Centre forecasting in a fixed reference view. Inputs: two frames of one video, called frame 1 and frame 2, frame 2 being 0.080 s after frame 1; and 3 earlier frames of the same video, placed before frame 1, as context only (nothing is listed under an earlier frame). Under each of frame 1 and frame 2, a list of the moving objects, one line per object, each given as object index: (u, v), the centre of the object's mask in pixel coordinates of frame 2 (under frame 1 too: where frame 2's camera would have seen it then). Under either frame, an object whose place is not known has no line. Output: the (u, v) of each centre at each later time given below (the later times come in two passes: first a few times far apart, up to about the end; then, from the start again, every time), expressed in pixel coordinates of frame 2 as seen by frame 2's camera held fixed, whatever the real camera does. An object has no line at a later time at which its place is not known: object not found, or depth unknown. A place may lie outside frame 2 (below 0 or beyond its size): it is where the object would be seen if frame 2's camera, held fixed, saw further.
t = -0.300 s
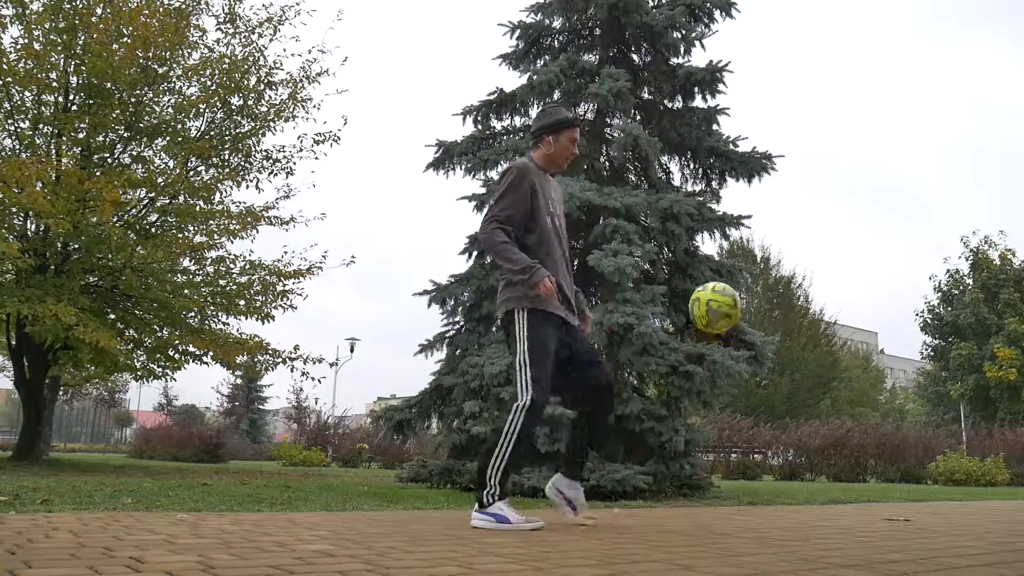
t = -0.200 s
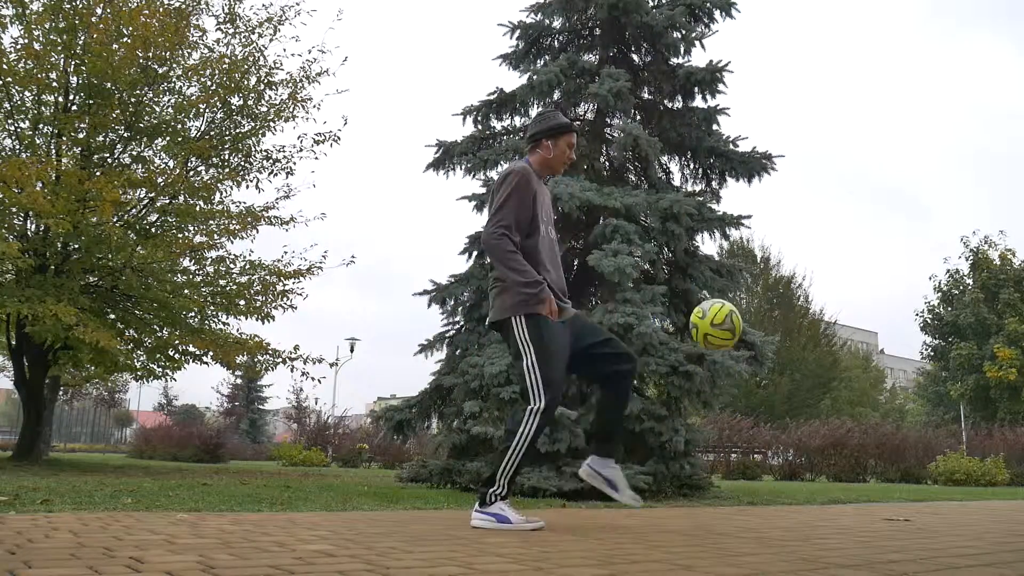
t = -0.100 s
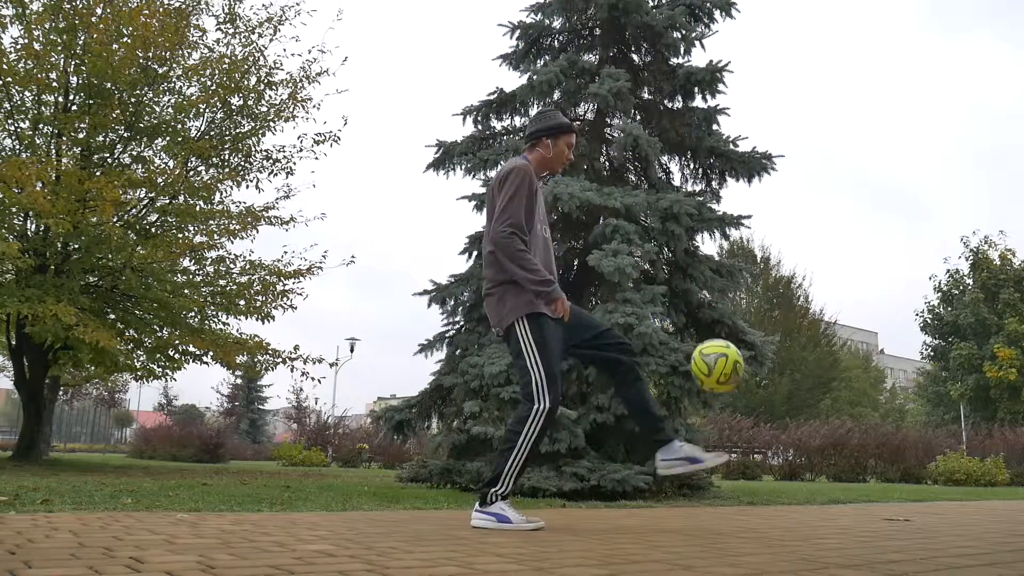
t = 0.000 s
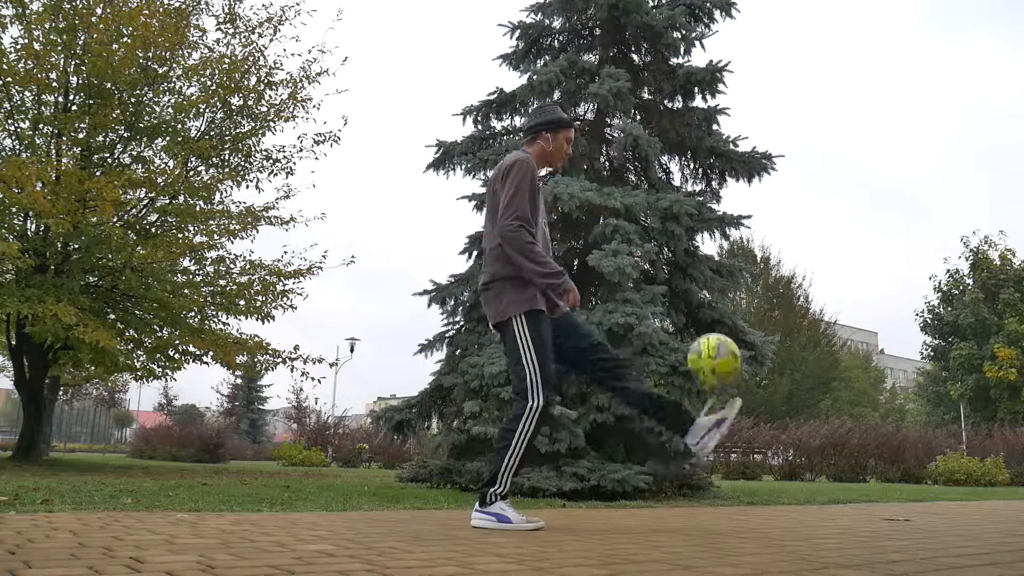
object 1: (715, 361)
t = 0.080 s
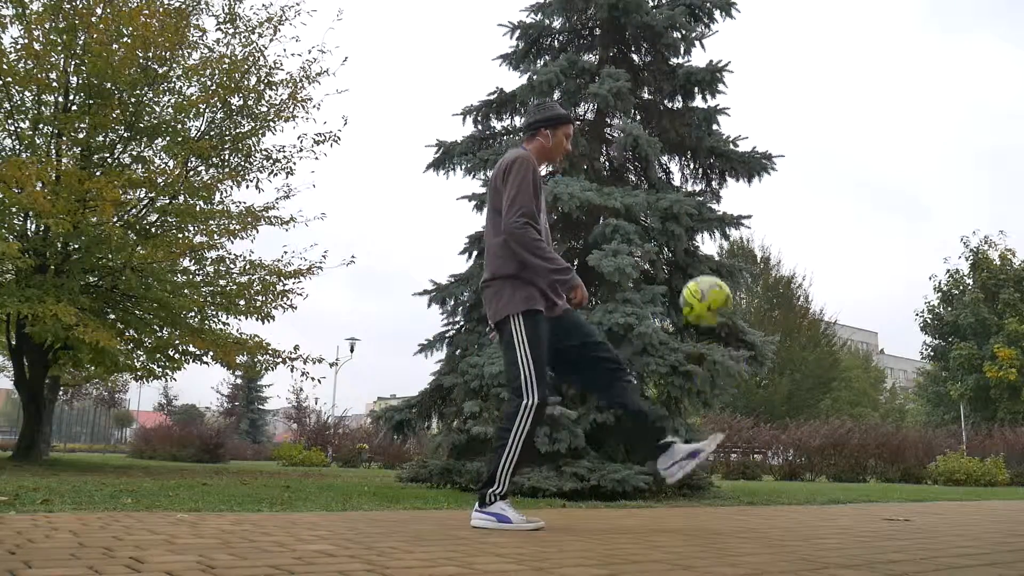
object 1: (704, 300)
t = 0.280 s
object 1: (687, 221)
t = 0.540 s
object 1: (667, 244)
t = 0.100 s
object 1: (704, 289)
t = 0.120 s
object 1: (702, 278)
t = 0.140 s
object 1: (700, 268)
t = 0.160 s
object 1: (699, 260)
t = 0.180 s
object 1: (696, 249)
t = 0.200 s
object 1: (694, 241)
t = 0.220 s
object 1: (693, 235)
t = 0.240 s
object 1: (691, 229)
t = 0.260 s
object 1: (689, 225)
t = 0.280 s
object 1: (687, 221)
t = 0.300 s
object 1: (685, 217)
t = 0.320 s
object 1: (684, 215)
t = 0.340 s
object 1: (683, 214)
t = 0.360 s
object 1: (681, 214)
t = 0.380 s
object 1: (679, 214)
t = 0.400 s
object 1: (678, 215)
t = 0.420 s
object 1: (676, 216)
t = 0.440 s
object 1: (675, 218)
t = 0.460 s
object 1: (673, 221)
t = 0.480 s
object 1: (671, 225)
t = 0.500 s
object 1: (670, 231)
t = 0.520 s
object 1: (669, 237)
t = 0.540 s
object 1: (667, 244)
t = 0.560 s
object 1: (666, 253)
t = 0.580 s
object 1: (665, 261)
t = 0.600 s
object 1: (663, 271)
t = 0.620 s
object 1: (661, 282)
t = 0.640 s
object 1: (661, 293)
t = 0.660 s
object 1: (658, 308)
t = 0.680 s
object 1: (657, 321)
